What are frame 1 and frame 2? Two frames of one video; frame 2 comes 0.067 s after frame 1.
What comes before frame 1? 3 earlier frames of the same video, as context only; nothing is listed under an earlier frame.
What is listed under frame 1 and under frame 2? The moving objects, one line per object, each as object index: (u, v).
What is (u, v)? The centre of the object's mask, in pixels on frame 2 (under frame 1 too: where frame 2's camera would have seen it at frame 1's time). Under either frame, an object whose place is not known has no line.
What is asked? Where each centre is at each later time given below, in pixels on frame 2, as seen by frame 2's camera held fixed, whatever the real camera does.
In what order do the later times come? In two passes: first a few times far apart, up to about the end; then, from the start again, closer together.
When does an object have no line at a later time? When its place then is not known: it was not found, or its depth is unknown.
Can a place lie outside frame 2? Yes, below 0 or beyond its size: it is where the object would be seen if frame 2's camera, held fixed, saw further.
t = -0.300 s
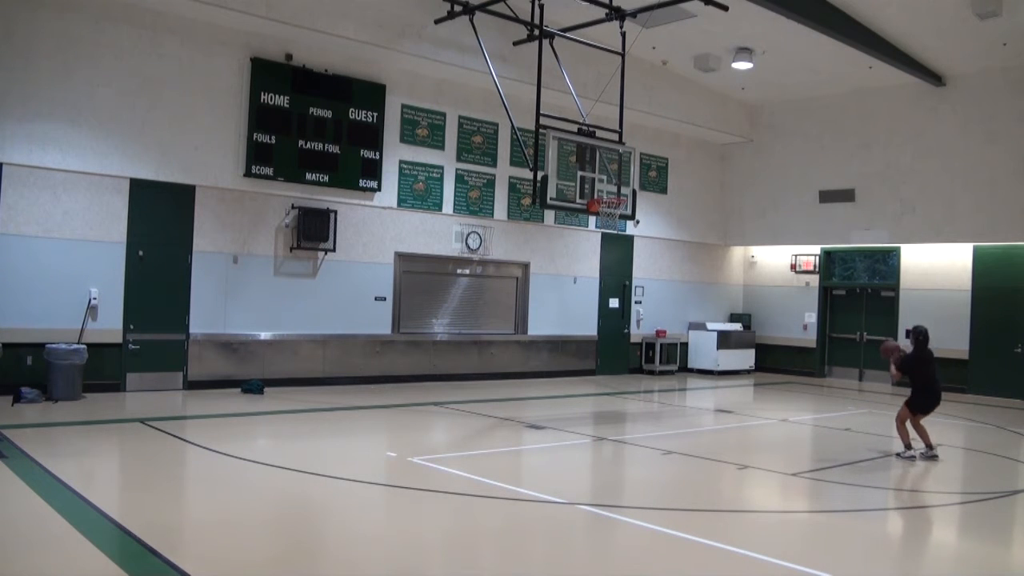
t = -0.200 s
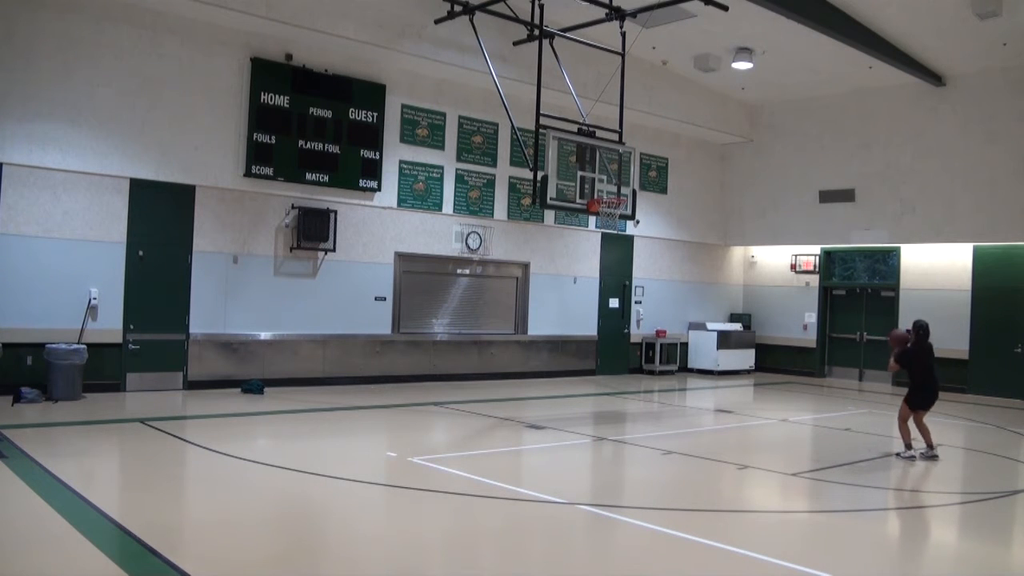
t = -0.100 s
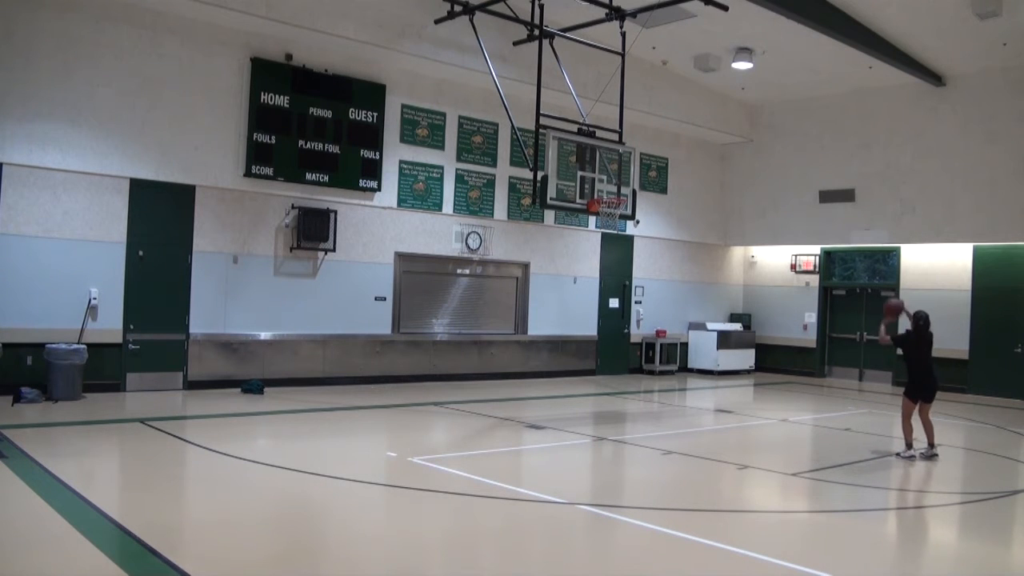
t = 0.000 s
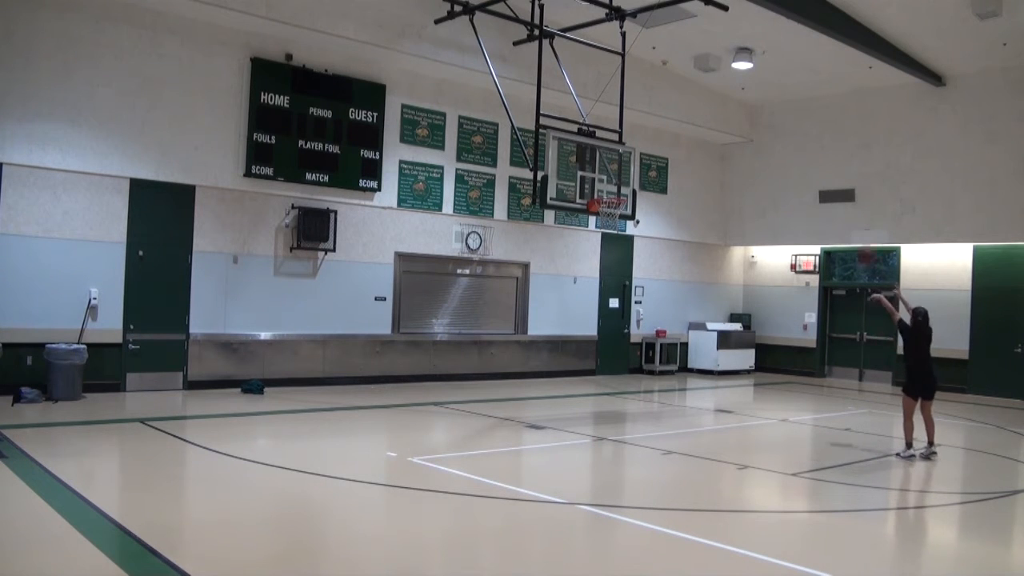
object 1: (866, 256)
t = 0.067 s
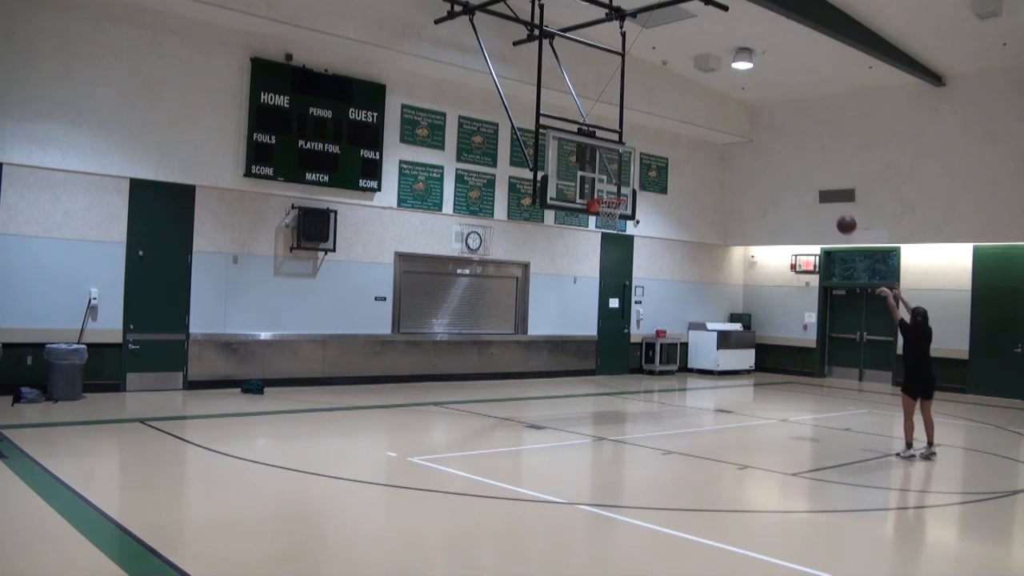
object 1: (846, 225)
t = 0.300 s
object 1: (780, 153)
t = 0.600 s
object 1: (705, 128)
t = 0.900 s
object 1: (635, 170)
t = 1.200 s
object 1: (600, 217)
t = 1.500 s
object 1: (604, 266)
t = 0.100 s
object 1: (837, 211)
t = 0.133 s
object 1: (826, 199)
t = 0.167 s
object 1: (817, 188)
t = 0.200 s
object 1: (808, 177)
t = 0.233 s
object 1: (799, 168)
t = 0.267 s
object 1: (789, 160)
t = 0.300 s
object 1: (780, 153)
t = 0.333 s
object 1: (772, 146)
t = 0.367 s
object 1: (763, 141)
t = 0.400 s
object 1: (754, 137)
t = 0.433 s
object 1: (746, 133)
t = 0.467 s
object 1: (737, 130)
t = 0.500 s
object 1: (729, 128)
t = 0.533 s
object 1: (721, 127)
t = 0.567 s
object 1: (712, 127)
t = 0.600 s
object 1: (705, 128)
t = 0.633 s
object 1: (696, 130)
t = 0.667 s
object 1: (689, 132)
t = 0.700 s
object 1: (681, 135)
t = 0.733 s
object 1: (673, 139)
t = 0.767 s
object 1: (665, 143)
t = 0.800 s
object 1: (658, 149)
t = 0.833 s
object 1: (651, 155)
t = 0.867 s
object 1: (643, 161)
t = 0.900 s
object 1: (635, 170)
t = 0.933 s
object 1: (628, 178)
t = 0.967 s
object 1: (621, 186)
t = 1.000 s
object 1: (614, 192)
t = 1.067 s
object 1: (600, 212)
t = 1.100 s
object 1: (600, 215)
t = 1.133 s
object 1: (600, 216)
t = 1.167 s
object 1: (600, 215)
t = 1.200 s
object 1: (600, 217)
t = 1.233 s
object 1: (601, 219)
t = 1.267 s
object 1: (602, 222)
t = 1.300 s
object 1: (602, 226)
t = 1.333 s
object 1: (602, 231)
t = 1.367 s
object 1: (602, 237)
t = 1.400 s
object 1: (603, 243)
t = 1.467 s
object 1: (604, 258)
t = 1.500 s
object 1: (604, 266)
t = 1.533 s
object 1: (604, 275)
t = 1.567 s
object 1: (604, 285)
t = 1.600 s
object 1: (604, 295)
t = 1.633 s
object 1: (604, 307)
